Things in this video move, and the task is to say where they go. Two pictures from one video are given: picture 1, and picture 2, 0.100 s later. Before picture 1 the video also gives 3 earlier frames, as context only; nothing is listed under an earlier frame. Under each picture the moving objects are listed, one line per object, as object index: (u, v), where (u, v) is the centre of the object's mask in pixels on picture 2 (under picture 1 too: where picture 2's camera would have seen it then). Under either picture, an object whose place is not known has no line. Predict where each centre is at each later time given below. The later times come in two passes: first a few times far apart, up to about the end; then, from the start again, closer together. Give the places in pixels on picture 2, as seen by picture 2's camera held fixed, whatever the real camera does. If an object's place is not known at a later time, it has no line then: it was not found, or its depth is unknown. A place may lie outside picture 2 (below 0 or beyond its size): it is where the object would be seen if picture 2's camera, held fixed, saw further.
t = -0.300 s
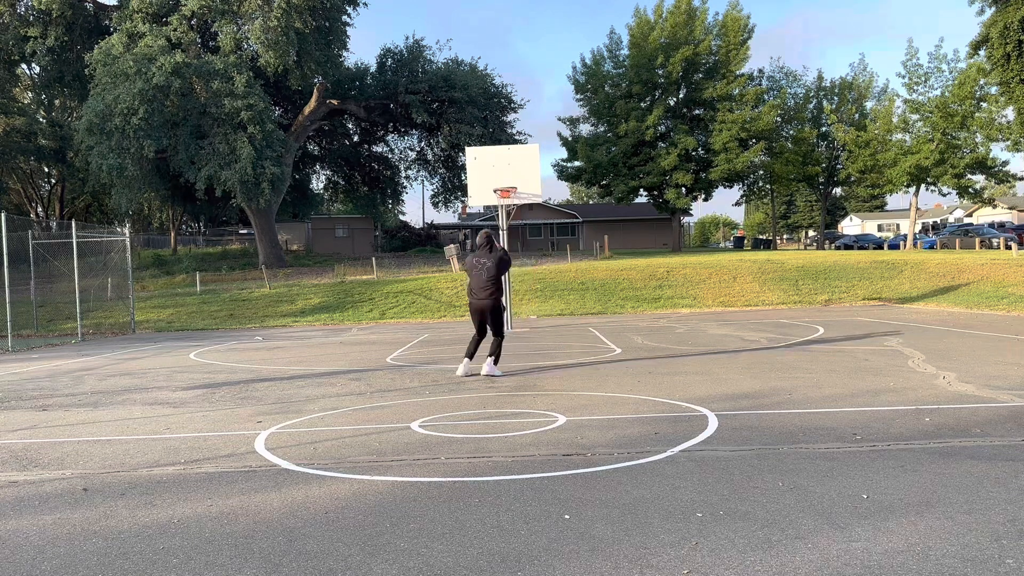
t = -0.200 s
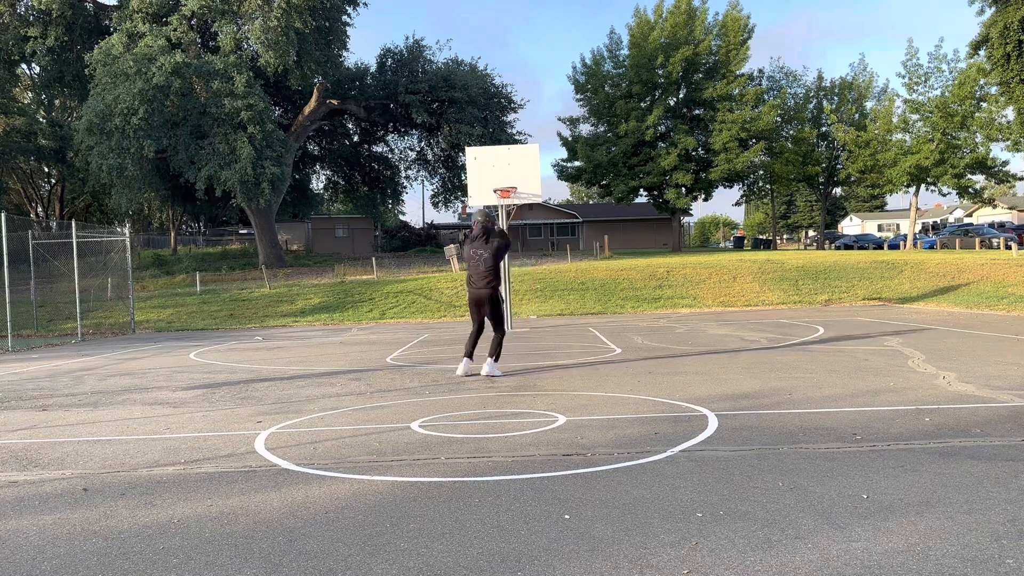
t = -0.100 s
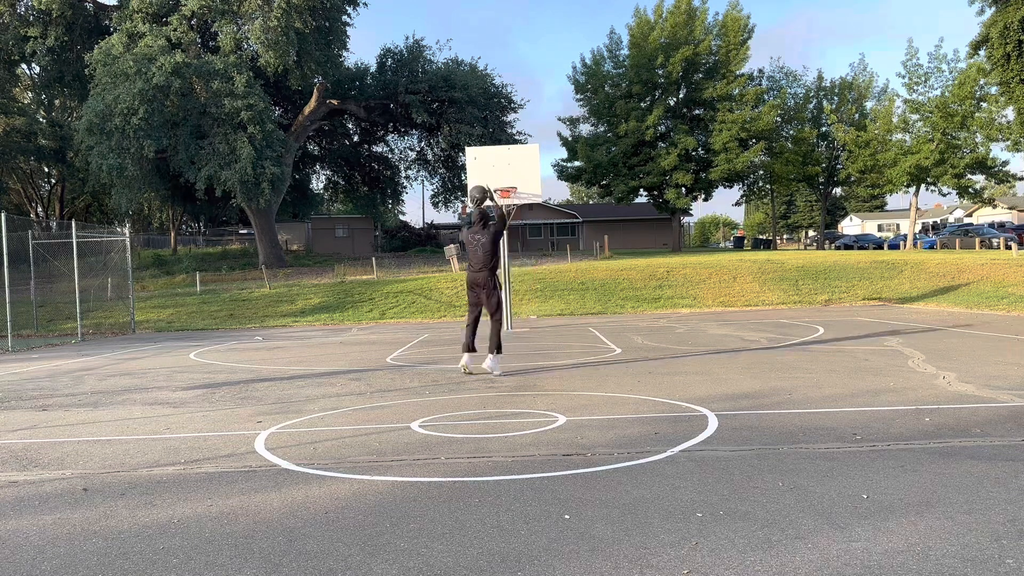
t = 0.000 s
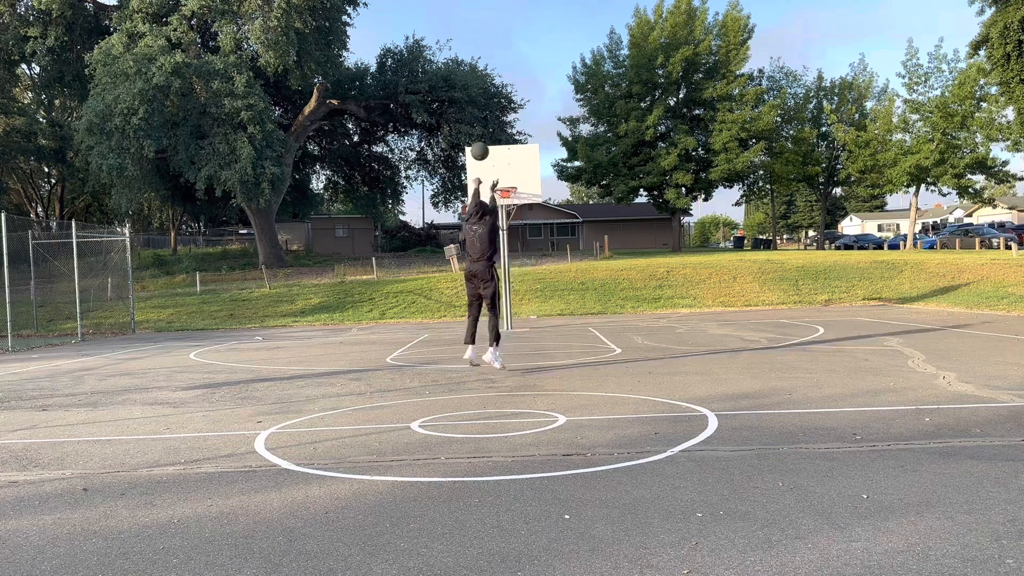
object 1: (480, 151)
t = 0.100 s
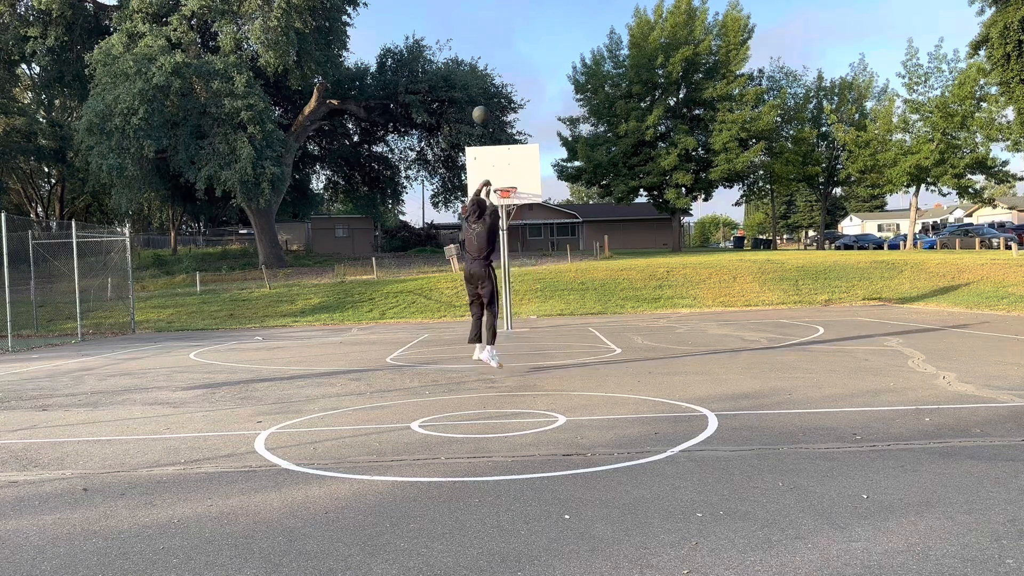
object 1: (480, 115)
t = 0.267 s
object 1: (483, 75)
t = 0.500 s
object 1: (488, 58)
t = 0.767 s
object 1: (494, 79)
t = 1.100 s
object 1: (503, 149)
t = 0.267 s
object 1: (483, 75)
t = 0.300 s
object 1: (484, 71)
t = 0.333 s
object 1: (485, 67)
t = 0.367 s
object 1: (485, 63)
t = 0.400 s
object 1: (485, 61)
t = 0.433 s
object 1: (486, 60)
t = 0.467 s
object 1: (487, 58)
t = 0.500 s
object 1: (488, 58)
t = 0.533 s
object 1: (489, 58)
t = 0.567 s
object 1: (489, 60)
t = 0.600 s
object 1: (490, 61)
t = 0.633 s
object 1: (491, 64)
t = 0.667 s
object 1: (492, 66)
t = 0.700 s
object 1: (493, 70)
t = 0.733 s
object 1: (493, 74)
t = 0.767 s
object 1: (494, 79)
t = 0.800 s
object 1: (495, 84)
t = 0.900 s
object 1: (497, 101)
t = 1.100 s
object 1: (503, 149)
